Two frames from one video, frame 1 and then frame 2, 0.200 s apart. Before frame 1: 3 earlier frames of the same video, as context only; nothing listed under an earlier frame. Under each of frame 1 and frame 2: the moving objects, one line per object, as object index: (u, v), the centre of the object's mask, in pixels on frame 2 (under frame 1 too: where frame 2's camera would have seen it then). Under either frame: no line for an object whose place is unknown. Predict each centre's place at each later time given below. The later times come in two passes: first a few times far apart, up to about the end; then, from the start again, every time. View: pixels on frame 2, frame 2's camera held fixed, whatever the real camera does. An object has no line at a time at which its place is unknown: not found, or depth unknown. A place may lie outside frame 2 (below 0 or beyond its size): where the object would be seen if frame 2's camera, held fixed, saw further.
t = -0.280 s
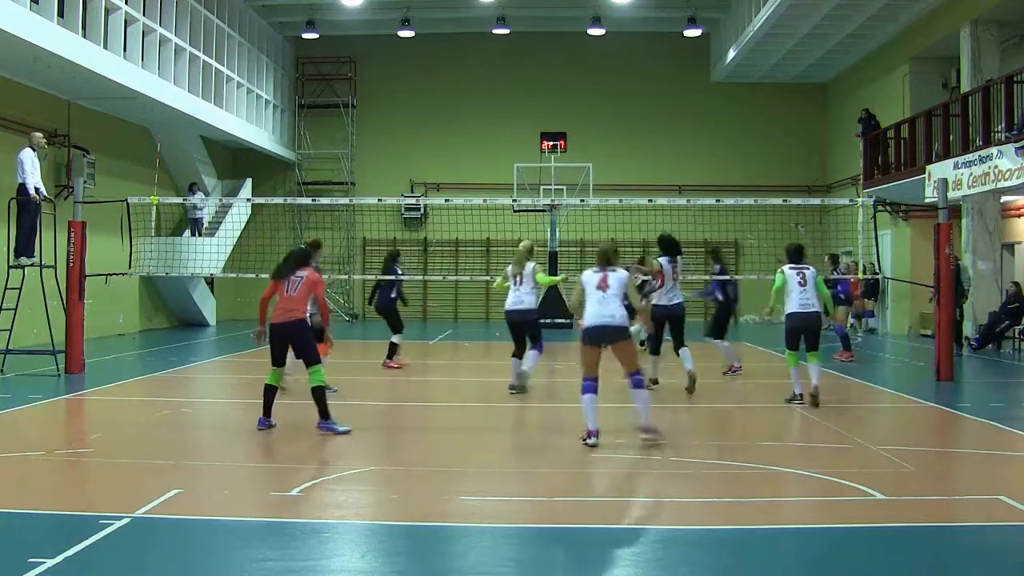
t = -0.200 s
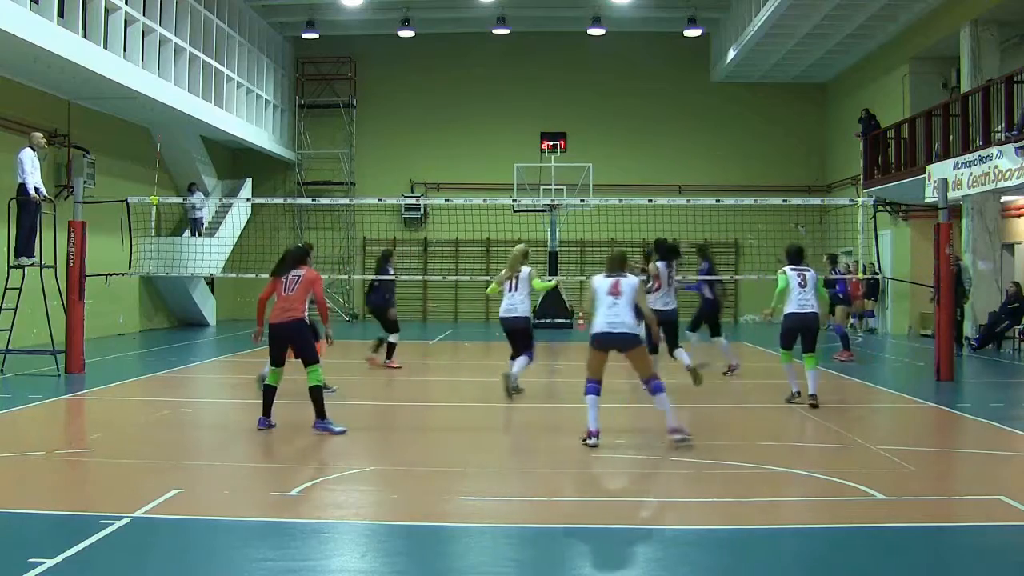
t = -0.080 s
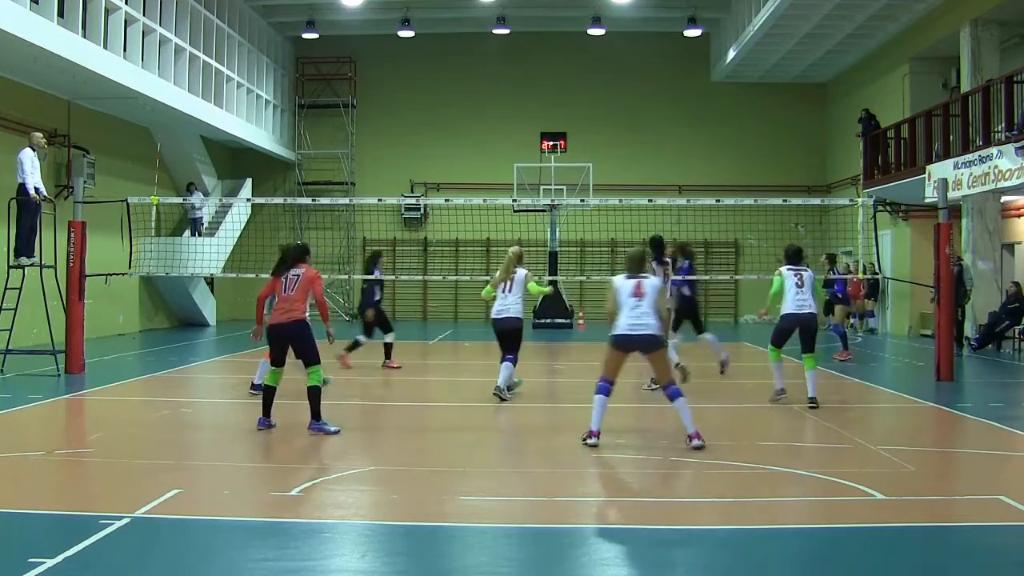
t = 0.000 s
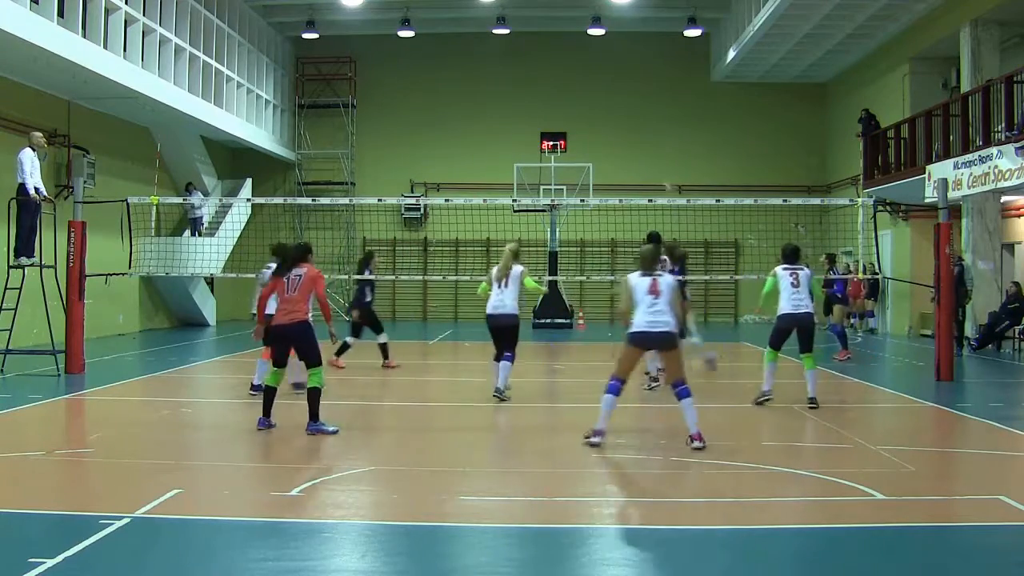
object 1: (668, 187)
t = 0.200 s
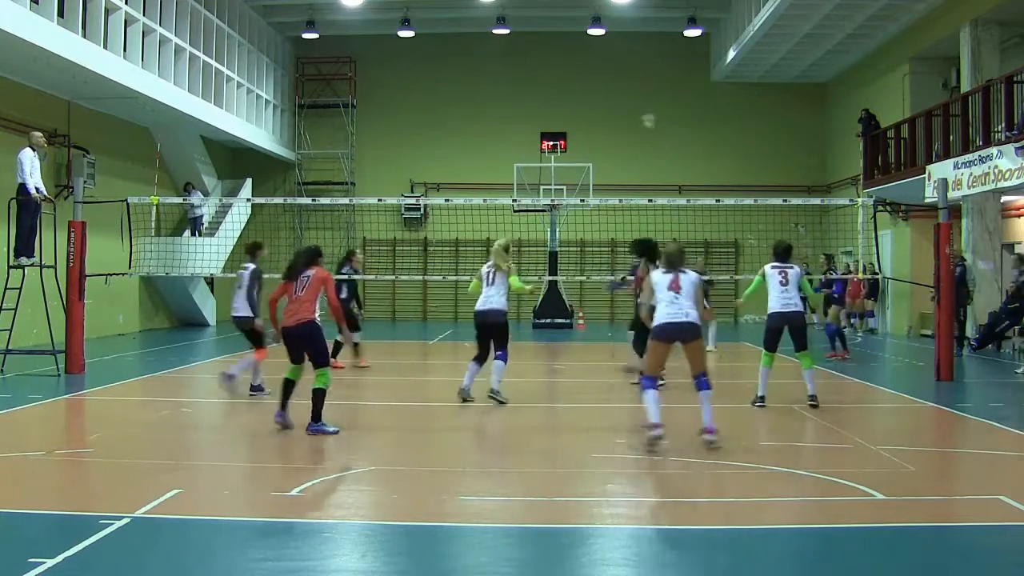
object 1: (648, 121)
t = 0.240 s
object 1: (645, 110)
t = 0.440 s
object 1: (620, 75)
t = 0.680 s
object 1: (585, 67)
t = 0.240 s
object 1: (645, 110)
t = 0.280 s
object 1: (640, 102)
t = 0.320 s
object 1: (635, 93)
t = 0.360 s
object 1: (631, 86)
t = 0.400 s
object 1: (625, 80)
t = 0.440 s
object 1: (620, 75)
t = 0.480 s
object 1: (615, 71)
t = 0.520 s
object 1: (609, 68)
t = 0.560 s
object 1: (603, 66)
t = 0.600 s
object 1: (597, 65)
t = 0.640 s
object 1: (591, 66)
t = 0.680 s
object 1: (585, 67)
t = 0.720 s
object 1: (578, 70)
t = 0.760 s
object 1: (571, 74)
